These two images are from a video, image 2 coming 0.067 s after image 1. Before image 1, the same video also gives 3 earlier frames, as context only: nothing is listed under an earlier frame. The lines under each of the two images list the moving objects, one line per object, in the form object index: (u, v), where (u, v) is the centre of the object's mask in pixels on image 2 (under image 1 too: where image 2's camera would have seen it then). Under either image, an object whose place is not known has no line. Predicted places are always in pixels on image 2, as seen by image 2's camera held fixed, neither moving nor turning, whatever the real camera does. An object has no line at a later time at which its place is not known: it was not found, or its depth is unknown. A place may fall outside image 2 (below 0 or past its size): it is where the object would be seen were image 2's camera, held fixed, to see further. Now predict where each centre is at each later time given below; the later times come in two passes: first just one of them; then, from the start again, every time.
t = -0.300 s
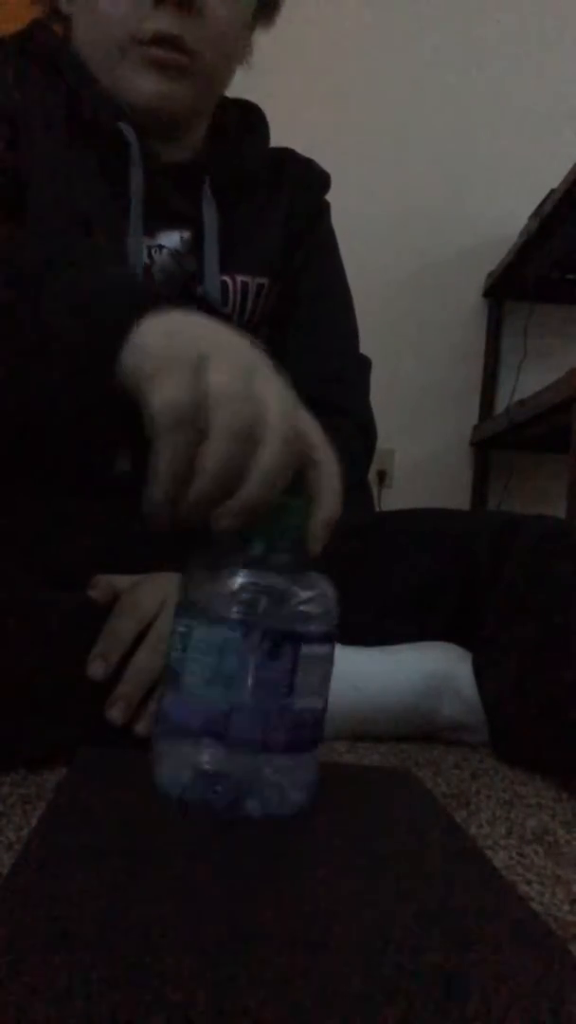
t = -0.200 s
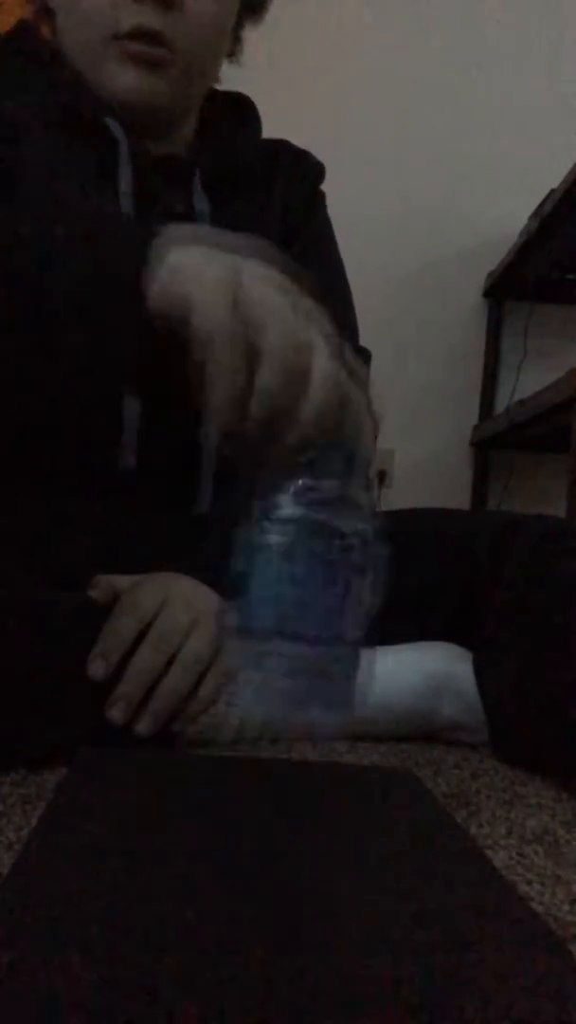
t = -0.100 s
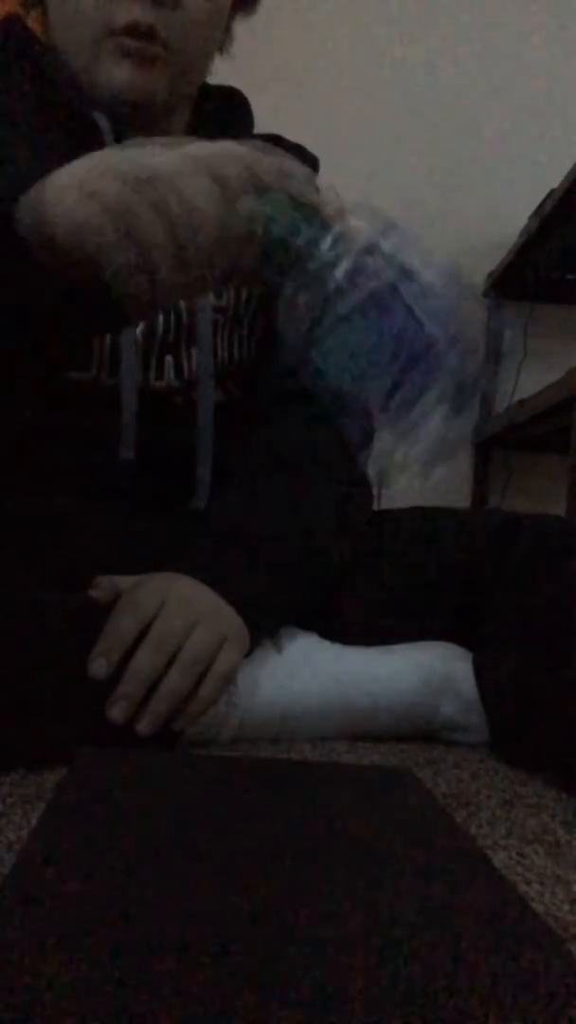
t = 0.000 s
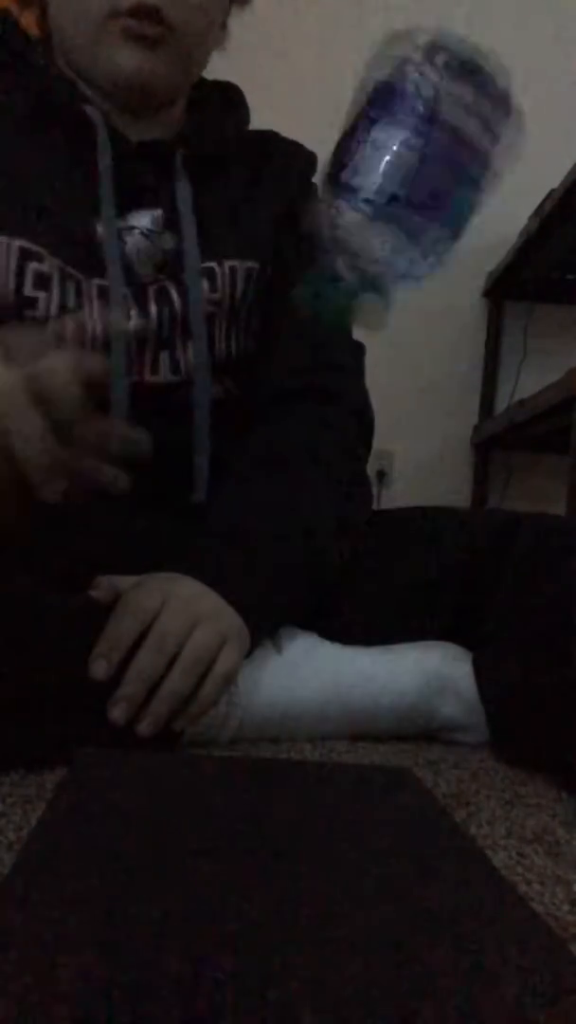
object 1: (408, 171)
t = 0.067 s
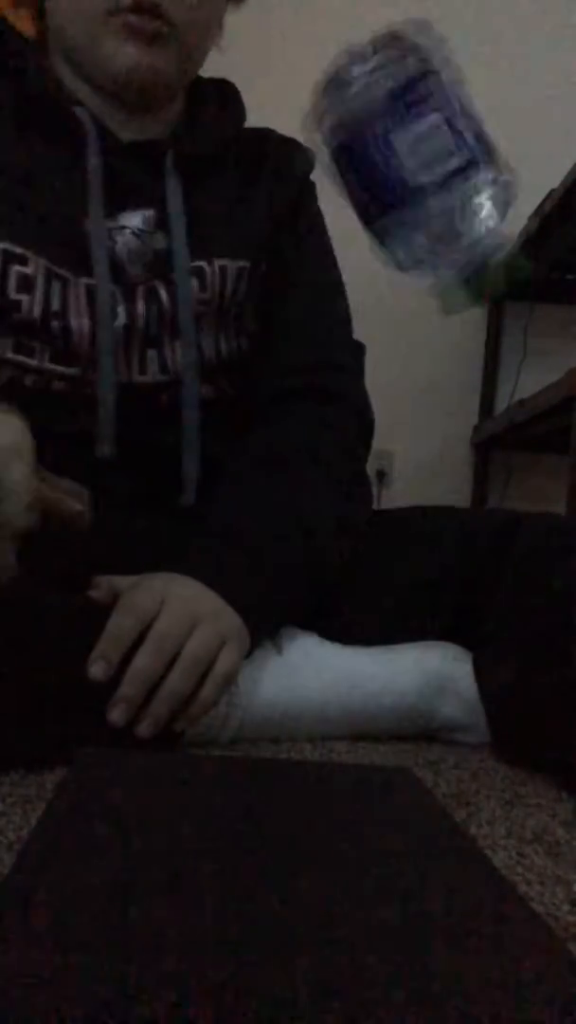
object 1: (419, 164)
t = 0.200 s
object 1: (409, 397)
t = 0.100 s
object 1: (418, 187)
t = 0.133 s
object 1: (417, 237)
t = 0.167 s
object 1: (422, 308)
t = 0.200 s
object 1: (409, 397)
